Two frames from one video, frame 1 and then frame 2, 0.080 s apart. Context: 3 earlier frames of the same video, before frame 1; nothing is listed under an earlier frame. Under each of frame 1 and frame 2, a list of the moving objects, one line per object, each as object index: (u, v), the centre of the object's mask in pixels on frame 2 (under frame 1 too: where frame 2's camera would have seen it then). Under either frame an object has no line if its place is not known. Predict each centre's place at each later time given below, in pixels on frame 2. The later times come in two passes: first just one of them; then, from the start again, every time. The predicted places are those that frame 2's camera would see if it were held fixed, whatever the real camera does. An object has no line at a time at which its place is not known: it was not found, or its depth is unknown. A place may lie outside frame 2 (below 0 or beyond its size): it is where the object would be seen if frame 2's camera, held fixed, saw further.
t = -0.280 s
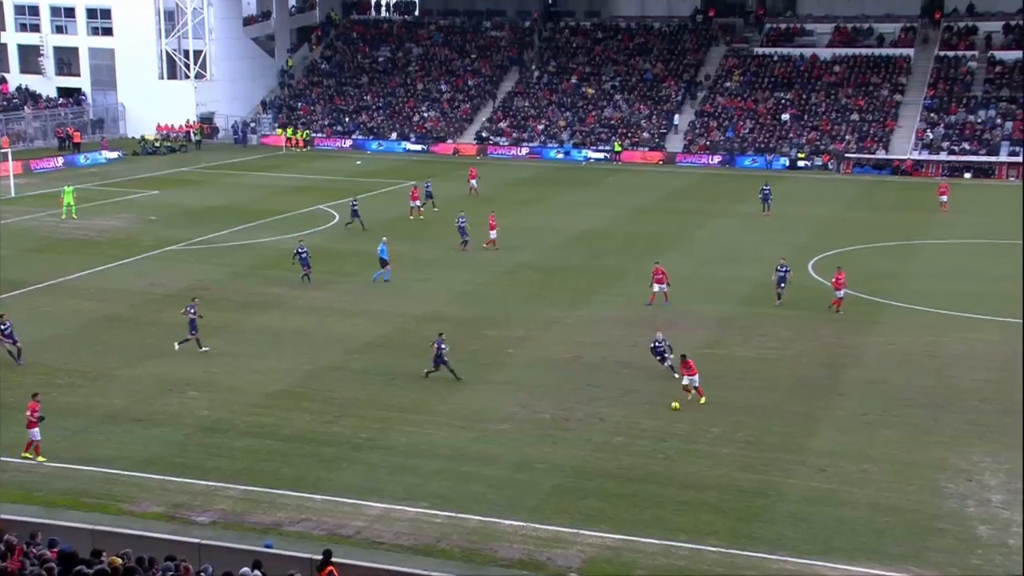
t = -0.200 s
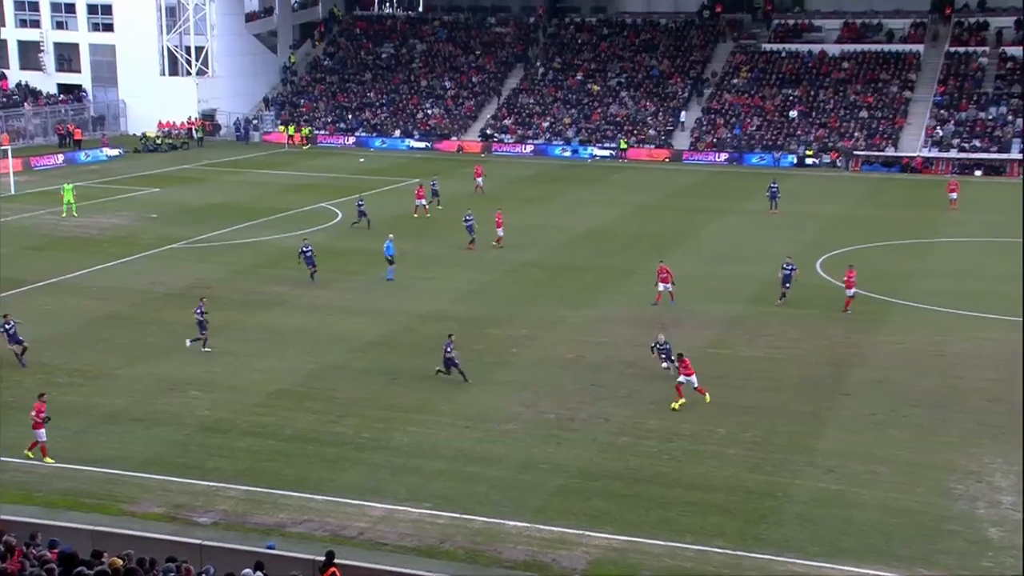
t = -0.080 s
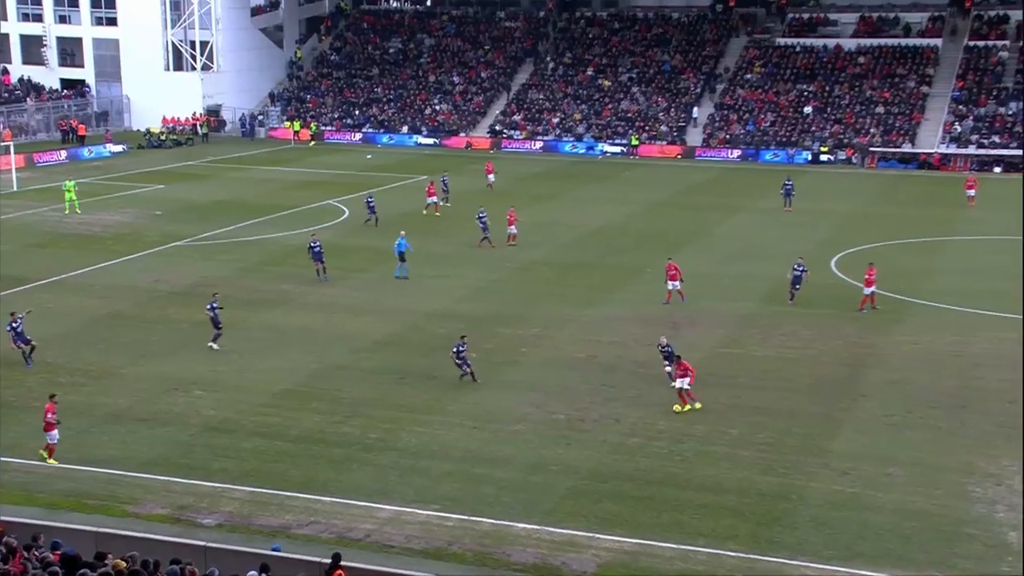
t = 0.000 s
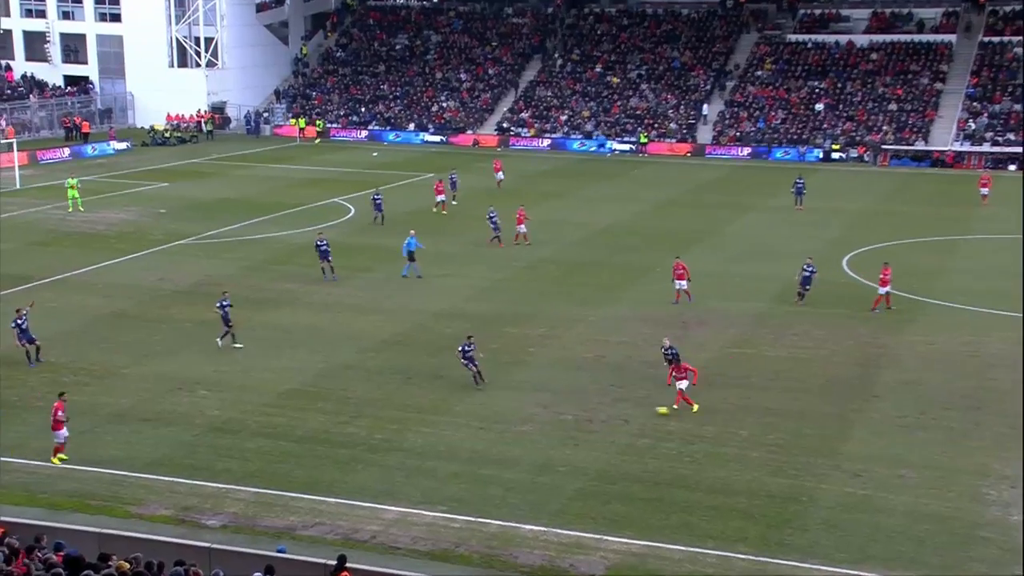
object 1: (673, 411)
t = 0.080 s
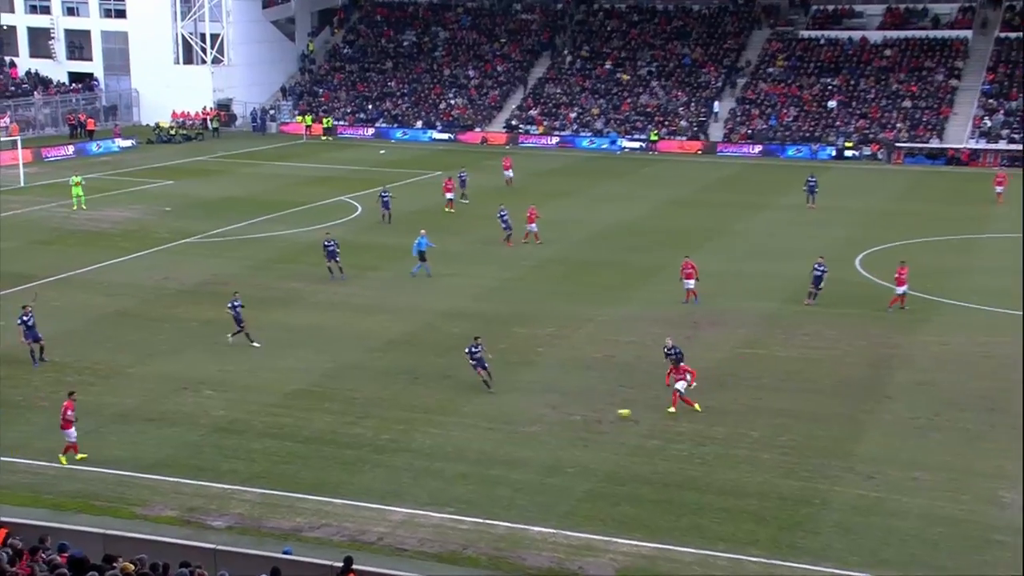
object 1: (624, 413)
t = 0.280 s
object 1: (509, 420)
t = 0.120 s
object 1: (600, 415)
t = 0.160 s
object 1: (576, 417)
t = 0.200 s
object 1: (551, 420)
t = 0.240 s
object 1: (530, 420)
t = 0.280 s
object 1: (509, 420)
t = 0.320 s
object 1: (487, 421)
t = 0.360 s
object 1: (469, 422)
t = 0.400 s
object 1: (446, 426)
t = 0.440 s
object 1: (426, 428)
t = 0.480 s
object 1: (407, 428)
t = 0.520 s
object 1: (389, 428)
